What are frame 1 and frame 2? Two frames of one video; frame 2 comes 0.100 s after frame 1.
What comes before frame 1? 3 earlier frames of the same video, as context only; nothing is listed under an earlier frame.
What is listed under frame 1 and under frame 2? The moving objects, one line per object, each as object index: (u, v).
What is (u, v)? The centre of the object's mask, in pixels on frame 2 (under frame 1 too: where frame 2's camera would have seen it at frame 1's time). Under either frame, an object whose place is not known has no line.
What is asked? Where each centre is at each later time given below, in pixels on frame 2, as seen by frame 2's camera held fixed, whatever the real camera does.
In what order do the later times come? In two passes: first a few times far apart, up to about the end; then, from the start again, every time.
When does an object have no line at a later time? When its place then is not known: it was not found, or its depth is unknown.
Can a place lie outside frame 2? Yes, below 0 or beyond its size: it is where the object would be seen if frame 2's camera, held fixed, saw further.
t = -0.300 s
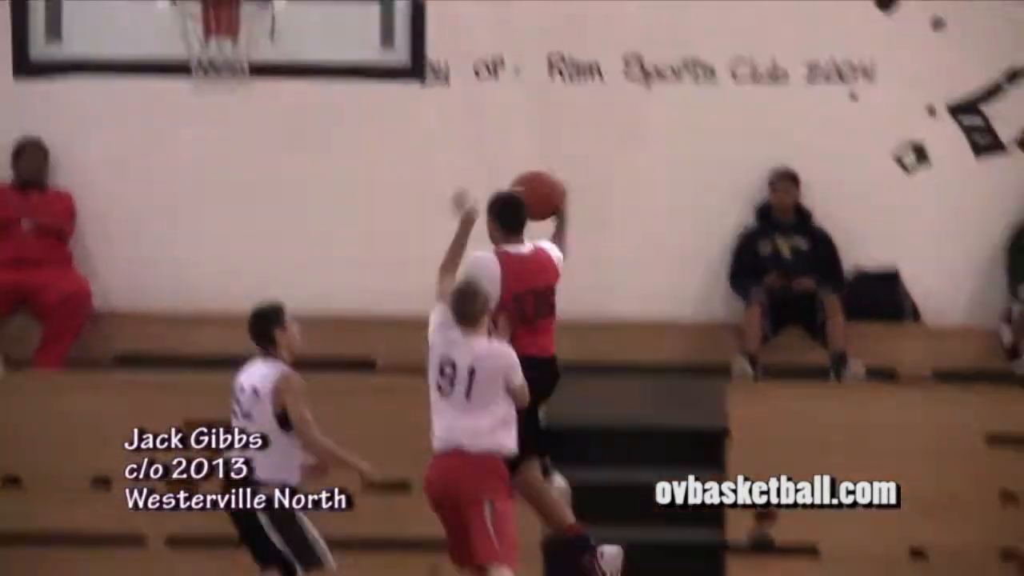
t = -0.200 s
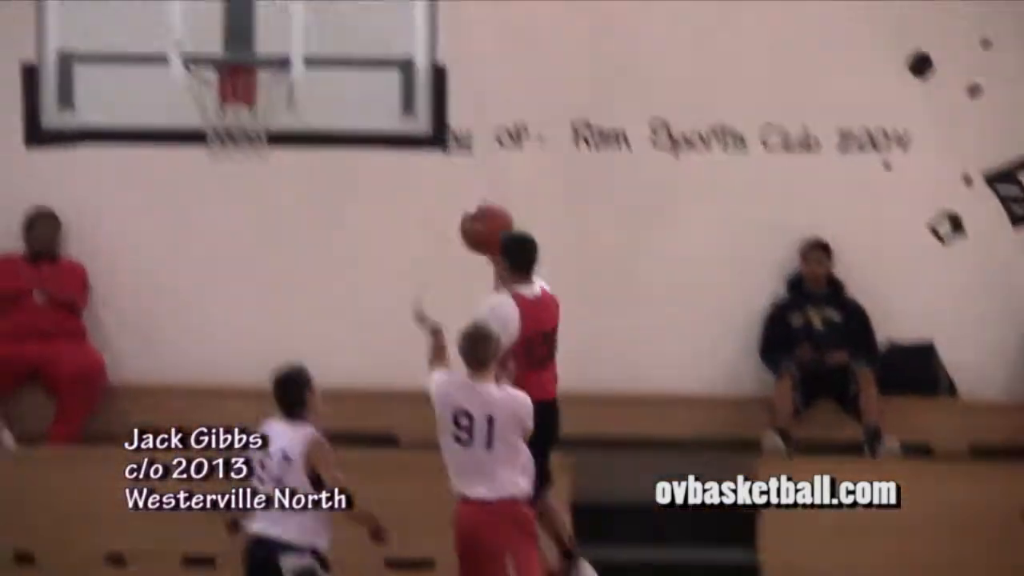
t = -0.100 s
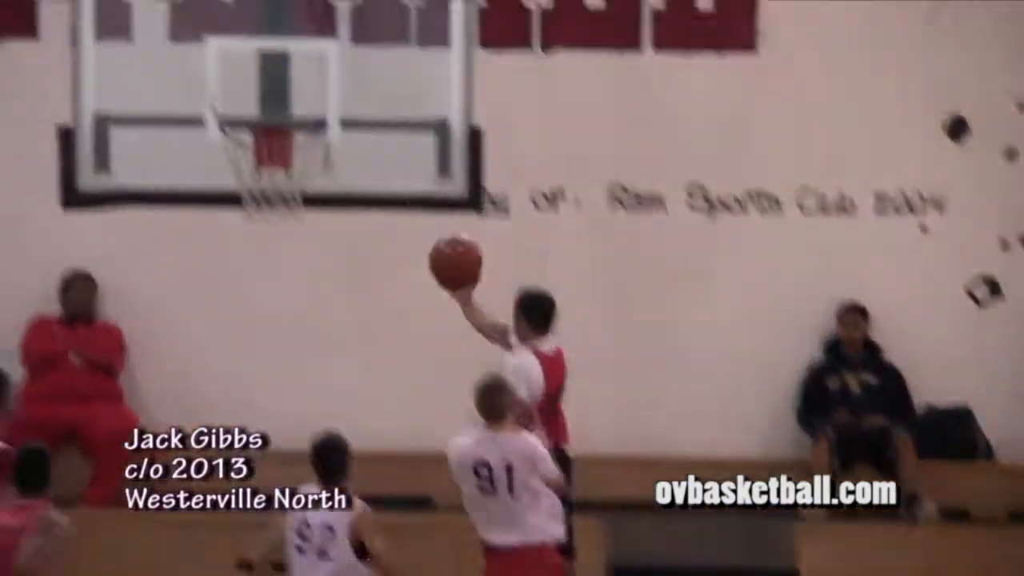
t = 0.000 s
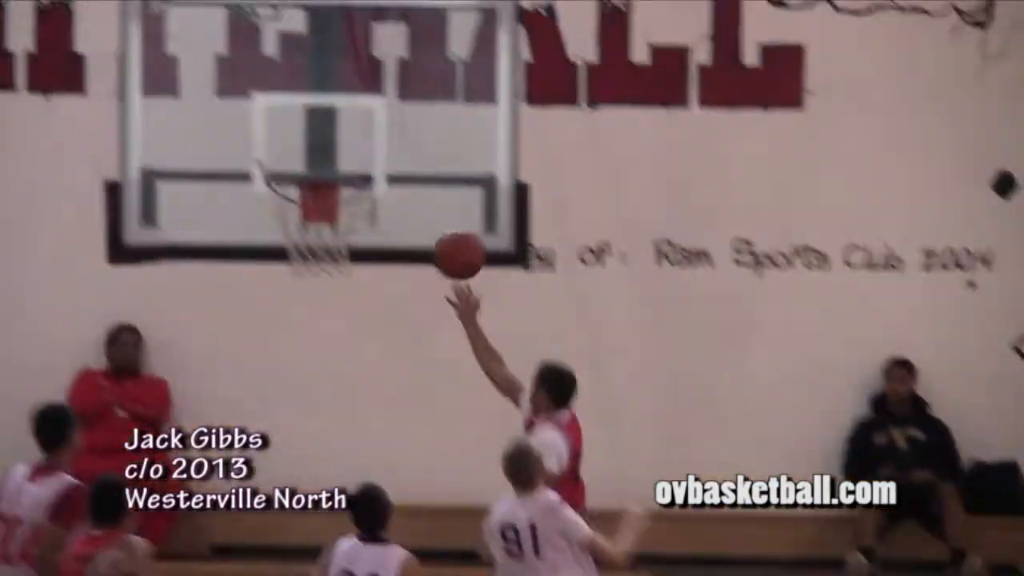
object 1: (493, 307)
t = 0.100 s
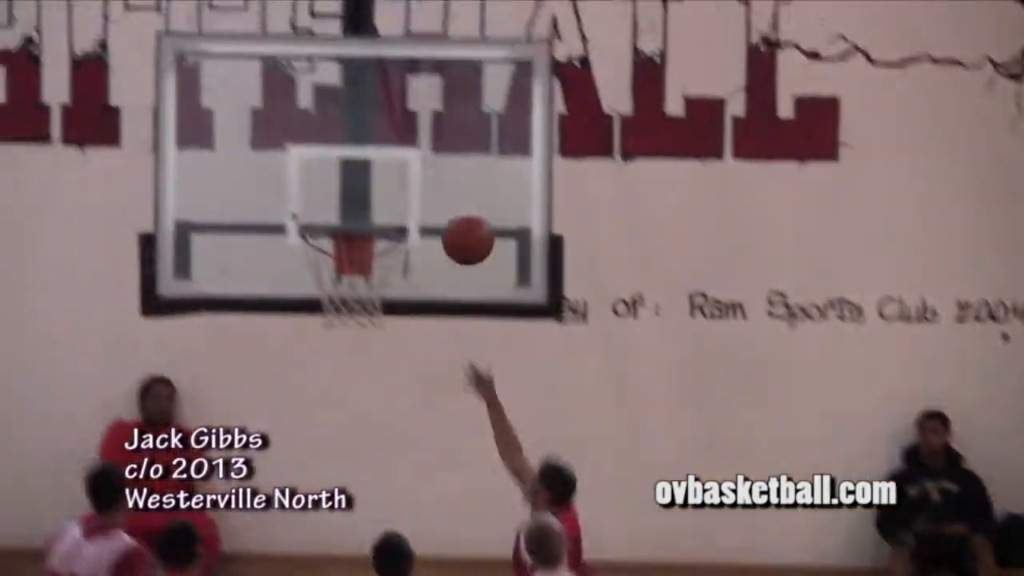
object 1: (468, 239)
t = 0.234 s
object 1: (442, 185)
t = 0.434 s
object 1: (414, 174)
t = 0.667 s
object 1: (360, 206)
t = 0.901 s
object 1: (347, 210)
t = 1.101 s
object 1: (362, 226)
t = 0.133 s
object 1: (460, 222)
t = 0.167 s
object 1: (452, 207)
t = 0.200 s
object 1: (446, 195)
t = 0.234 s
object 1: (442, 185)
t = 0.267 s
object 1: (437, 177)
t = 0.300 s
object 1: (433, 172)
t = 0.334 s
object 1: (428, 169)
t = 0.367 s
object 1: (423, 168)
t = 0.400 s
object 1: (418, 170)
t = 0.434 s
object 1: (414, 174)
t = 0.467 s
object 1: (409, 181)
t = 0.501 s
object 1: (404, 190)
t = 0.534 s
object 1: (399, 201)
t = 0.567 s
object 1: (393, 213)
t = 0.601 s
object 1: (382, 209)
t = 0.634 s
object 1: (372, 207)
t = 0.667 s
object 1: (360, 206)
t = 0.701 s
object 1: (349, 209)
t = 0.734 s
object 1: (339, 211)
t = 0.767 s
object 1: (326, 219)
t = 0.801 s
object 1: (325, 218)
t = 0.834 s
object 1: (333, 213)
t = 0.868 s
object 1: (340, 210)
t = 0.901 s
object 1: (347, 210)
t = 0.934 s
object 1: (354, 210)
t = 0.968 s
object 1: (361, 215)
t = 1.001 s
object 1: (369, 220)
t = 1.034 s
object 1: (370, 224)
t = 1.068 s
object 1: (366, 225)
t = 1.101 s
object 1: (362, 226)
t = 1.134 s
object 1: (357, 223)
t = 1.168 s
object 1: (350, 243)
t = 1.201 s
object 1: (344, 255)
